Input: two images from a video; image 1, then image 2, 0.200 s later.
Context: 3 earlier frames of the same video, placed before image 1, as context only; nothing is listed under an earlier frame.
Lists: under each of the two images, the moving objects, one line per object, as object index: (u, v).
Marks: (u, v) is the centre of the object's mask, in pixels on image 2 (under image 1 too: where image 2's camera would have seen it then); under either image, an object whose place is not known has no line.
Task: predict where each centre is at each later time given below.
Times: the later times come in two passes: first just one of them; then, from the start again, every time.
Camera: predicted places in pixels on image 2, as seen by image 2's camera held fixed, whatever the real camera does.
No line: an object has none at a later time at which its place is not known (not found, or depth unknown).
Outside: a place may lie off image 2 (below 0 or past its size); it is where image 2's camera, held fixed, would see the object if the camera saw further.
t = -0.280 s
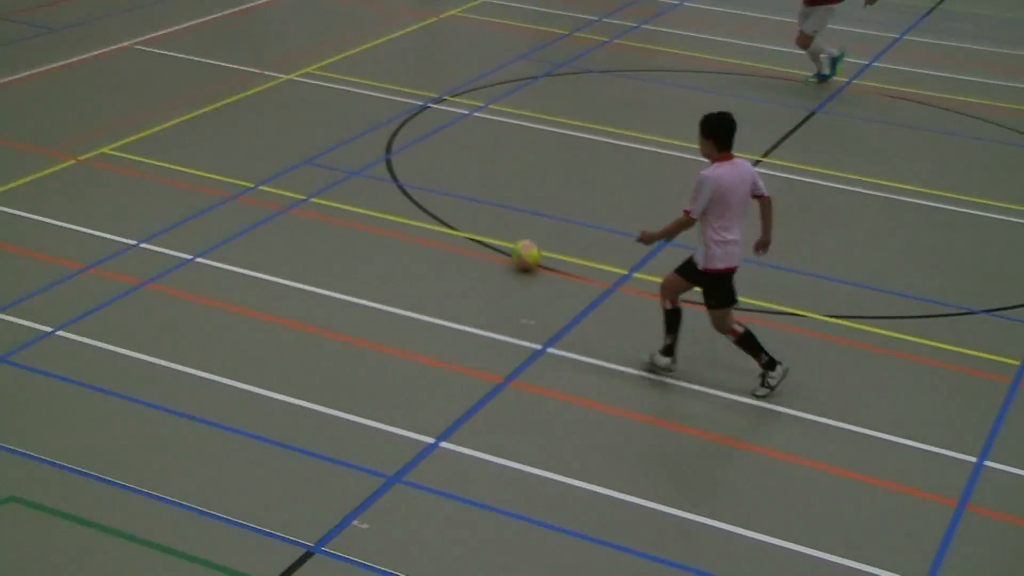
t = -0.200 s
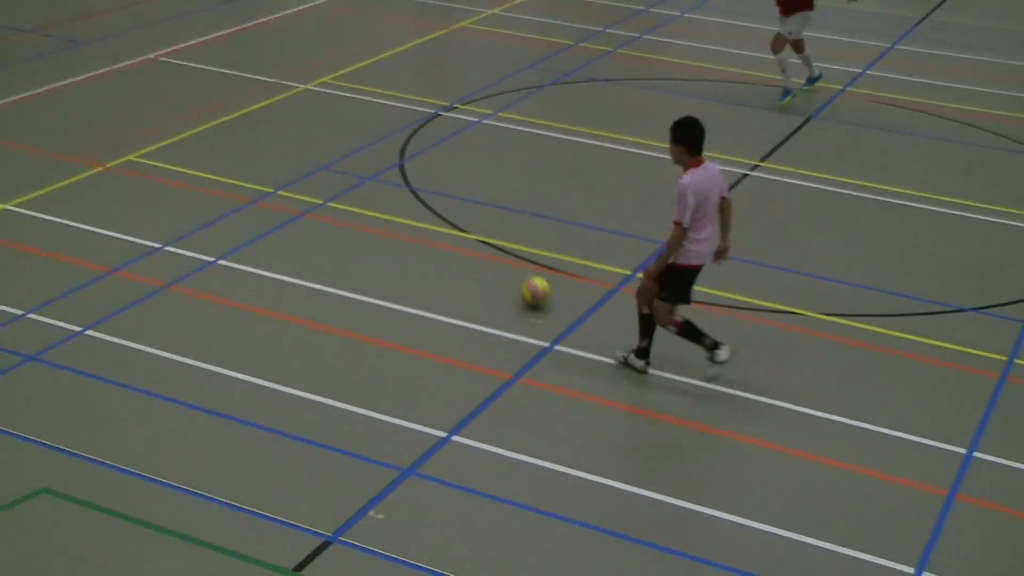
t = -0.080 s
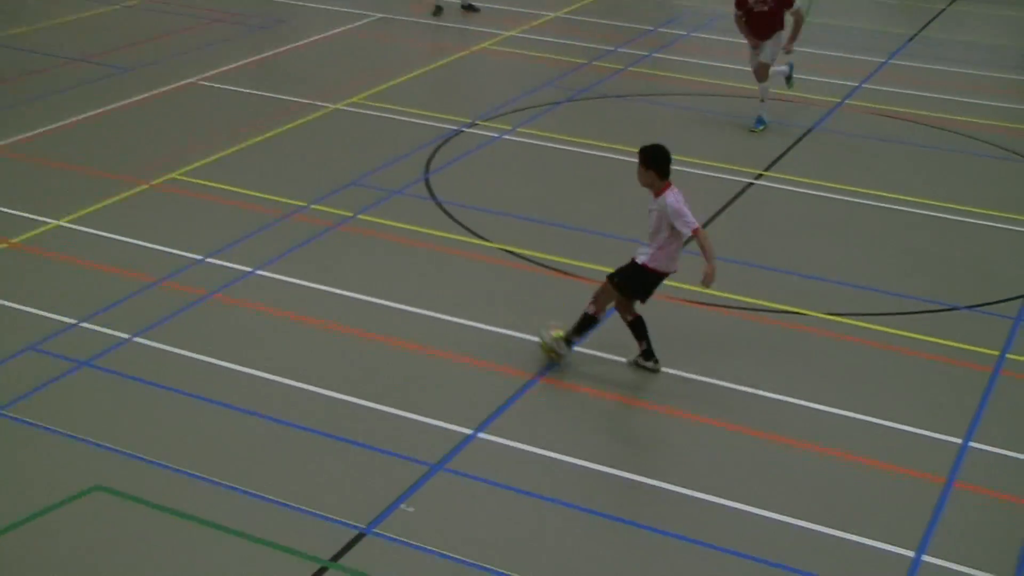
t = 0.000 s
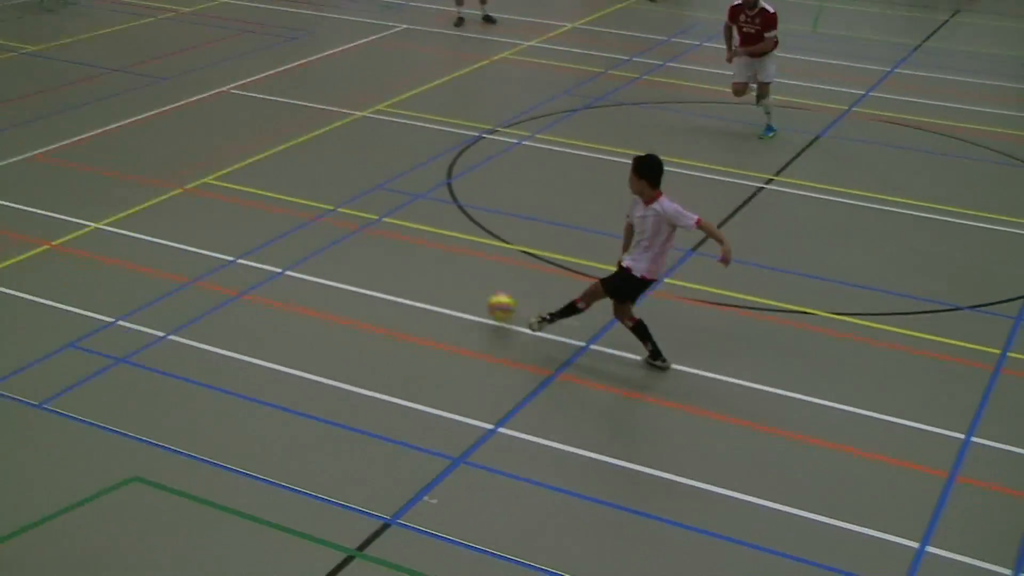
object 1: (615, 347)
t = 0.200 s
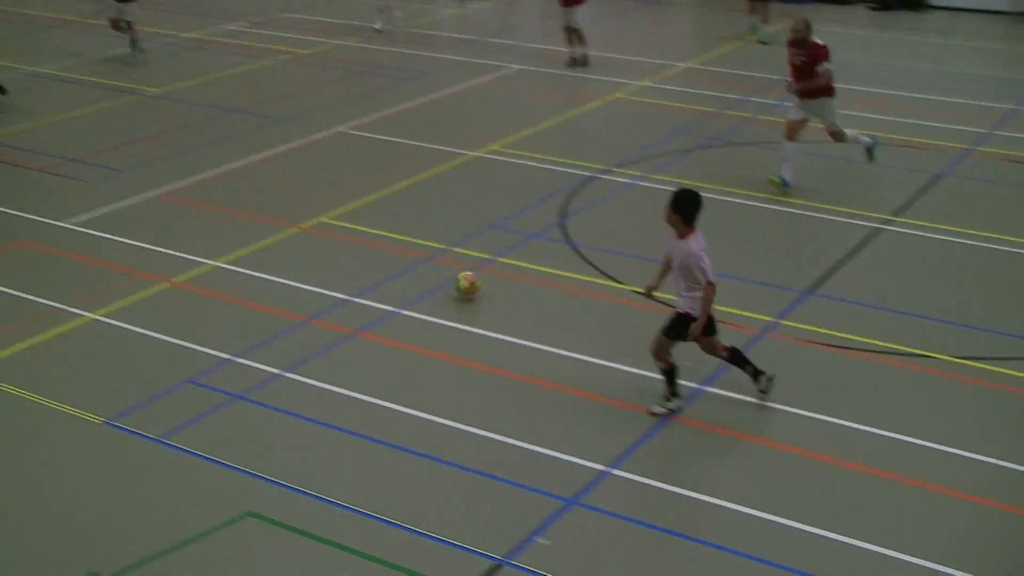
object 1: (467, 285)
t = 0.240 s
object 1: (444, 276)
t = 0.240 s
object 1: (444, 276)
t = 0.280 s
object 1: (423, 267)
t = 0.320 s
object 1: (405, 257)
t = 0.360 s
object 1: (388, 247)
